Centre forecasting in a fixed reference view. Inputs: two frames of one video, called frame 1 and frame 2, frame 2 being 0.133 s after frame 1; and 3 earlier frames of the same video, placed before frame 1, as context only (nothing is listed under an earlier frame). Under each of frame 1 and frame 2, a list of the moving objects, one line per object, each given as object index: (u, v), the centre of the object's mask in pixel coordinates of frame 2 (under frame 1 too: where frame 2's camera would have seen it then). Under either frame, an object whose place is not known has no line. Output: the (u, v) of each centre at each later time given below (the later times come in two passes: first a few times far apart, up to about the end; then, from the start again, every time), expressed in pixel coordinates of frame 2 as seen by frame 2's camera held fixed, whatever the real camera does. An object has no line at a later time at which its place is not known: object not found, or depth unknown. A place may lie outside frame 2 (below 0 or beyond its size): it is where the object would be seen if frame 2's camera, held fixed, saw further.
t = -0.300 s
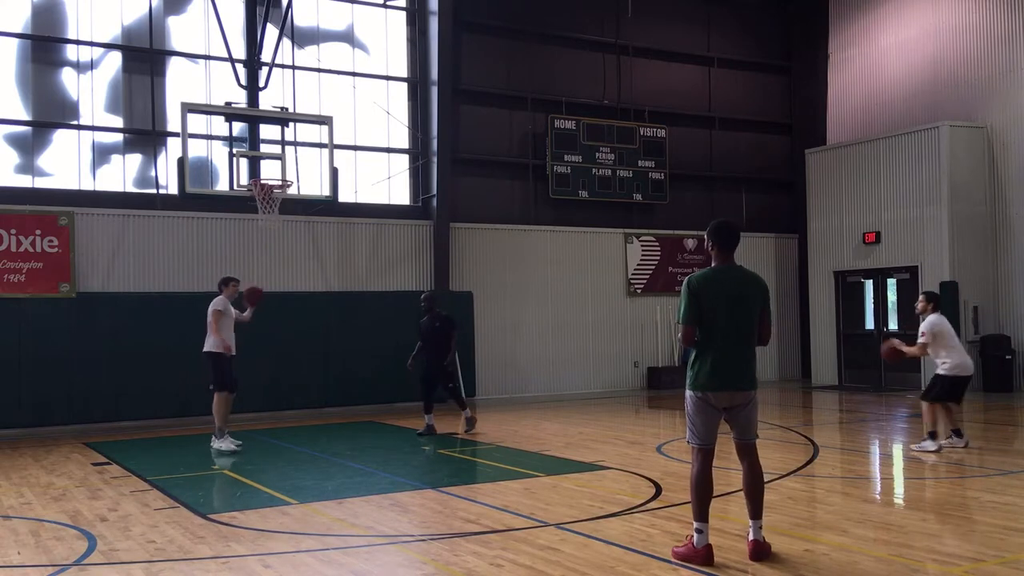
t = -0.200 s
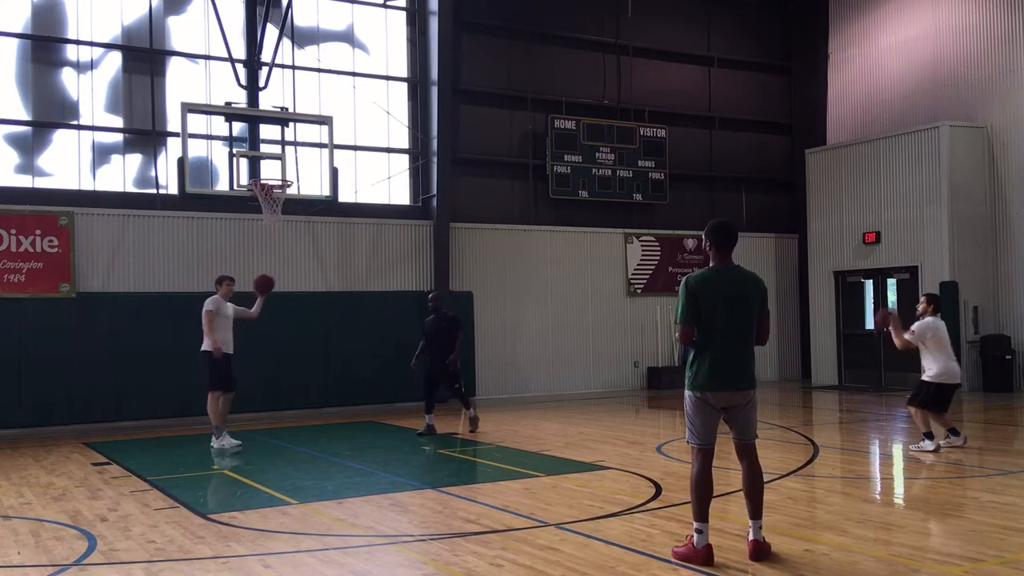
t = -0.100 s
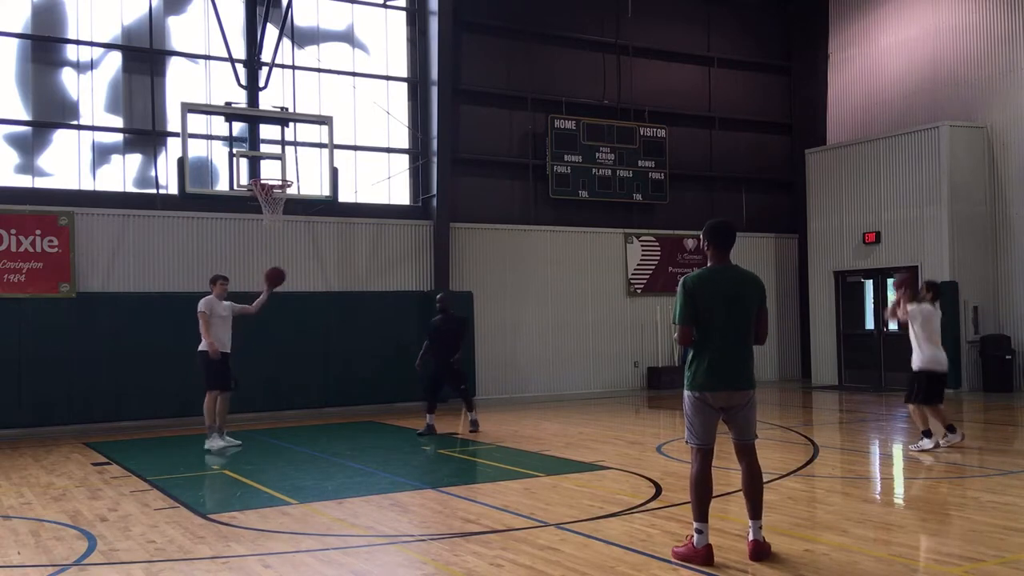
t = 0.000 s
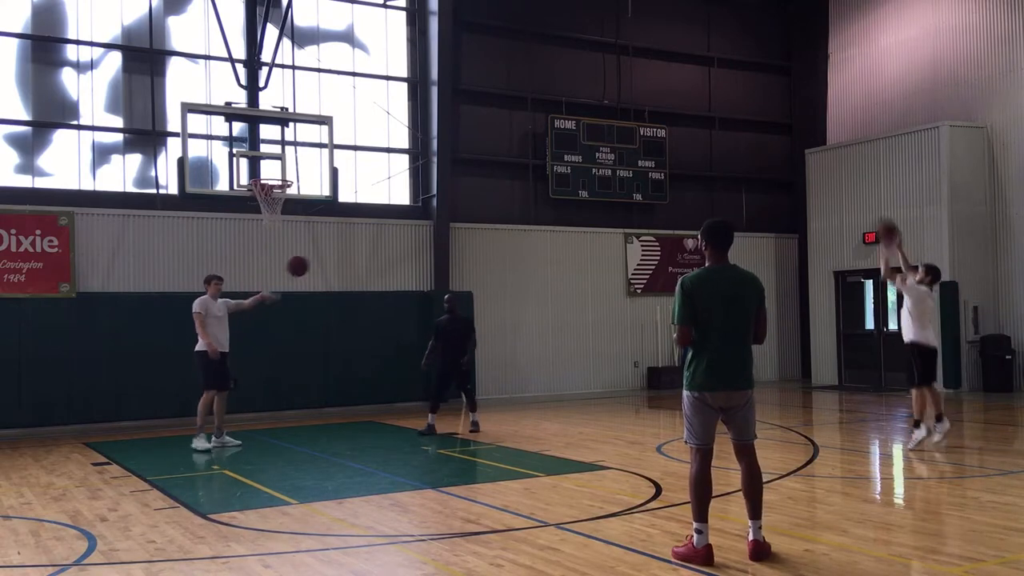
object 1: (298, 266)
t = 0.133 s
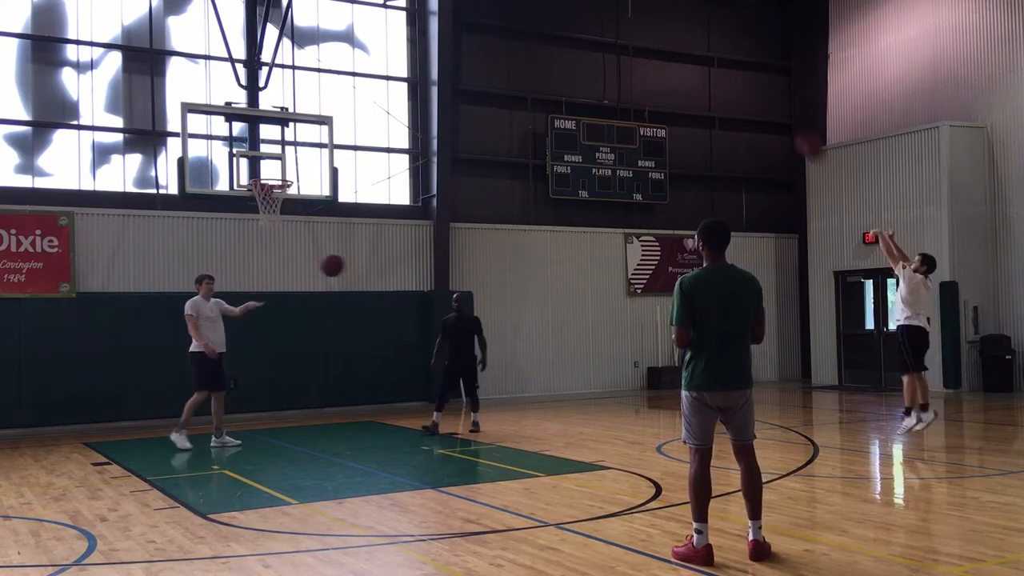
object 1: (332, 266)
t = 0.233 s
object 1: (361, 277)
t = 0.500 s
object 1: (457, 370)
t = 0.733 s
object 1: (556, 455)
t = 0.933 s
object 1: (621, 365)
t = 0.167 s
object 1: (342, 268)
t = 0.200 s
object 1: (351, 272)
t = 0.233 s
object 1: (361, 277)
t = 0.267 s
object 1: (372, 282)
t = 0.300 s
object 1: (383, 290)
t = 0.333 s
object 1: (393, 298)
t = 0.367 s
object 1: (404, 307)
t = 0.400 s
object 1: (416, 322)
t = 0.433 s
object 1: (428, 336)
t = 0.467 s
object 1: (442, 352)
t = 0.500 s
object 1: (457, 370)
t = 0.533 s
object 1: (469, 389)
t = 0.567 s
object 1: (491, 413)
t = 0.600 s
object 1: (503, 438)
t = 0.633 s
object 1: (519, 466)
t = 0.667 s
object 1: (536, 493)
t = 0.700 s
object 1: (546, 475)
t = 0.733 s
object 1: (556, 455)
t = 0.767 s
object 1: (566, 436)
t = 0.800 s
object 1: (577, 419)
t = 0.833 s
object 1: (587, 404)
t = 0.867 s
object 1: (598, 390)
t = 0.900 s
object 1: (609, 377)
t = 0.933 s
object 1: (621, 365)
